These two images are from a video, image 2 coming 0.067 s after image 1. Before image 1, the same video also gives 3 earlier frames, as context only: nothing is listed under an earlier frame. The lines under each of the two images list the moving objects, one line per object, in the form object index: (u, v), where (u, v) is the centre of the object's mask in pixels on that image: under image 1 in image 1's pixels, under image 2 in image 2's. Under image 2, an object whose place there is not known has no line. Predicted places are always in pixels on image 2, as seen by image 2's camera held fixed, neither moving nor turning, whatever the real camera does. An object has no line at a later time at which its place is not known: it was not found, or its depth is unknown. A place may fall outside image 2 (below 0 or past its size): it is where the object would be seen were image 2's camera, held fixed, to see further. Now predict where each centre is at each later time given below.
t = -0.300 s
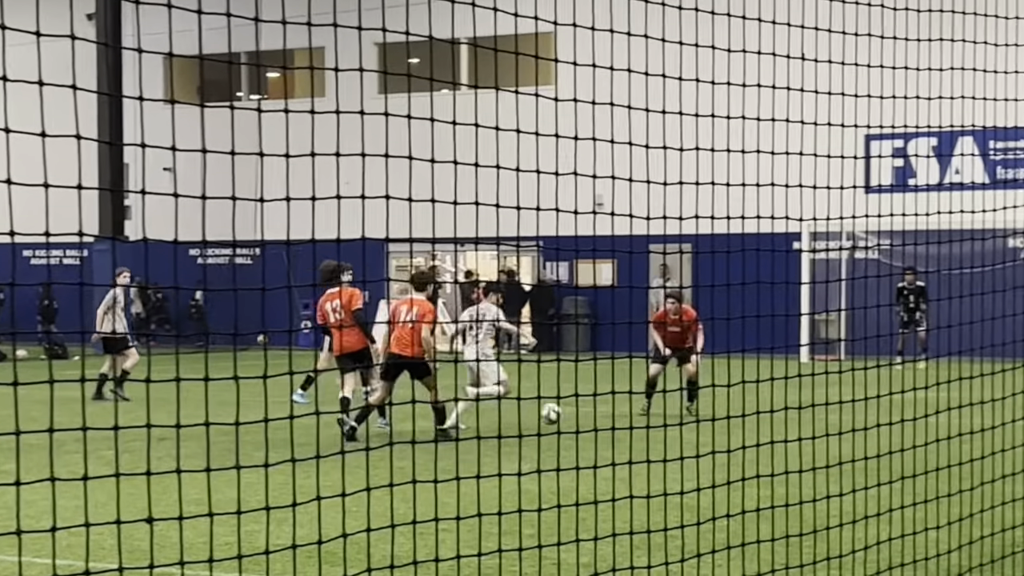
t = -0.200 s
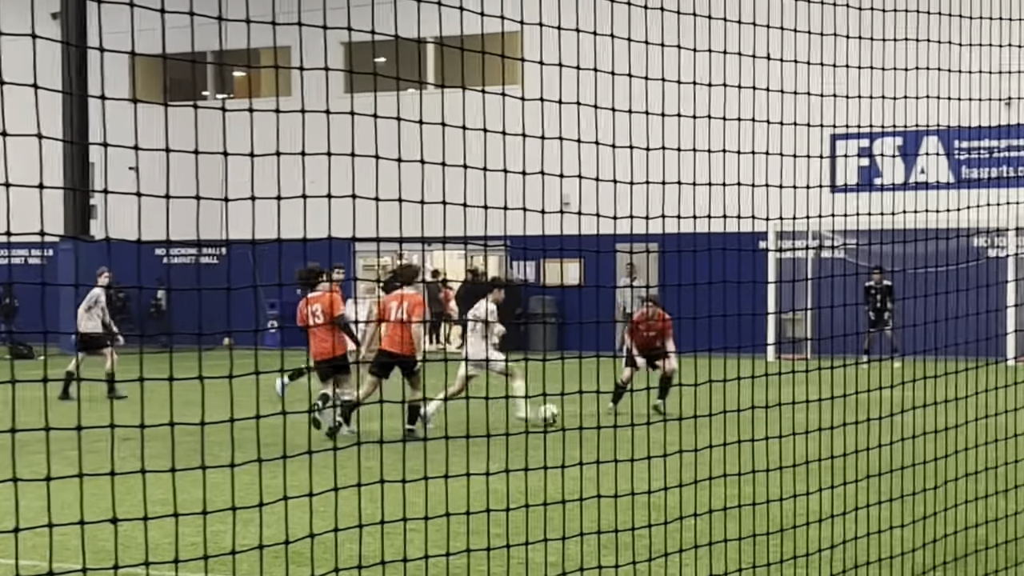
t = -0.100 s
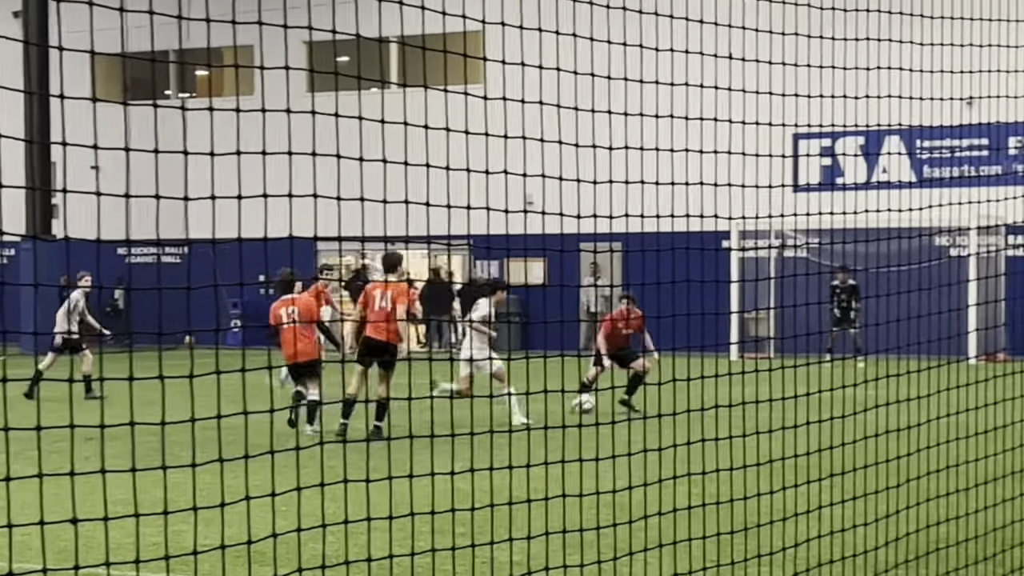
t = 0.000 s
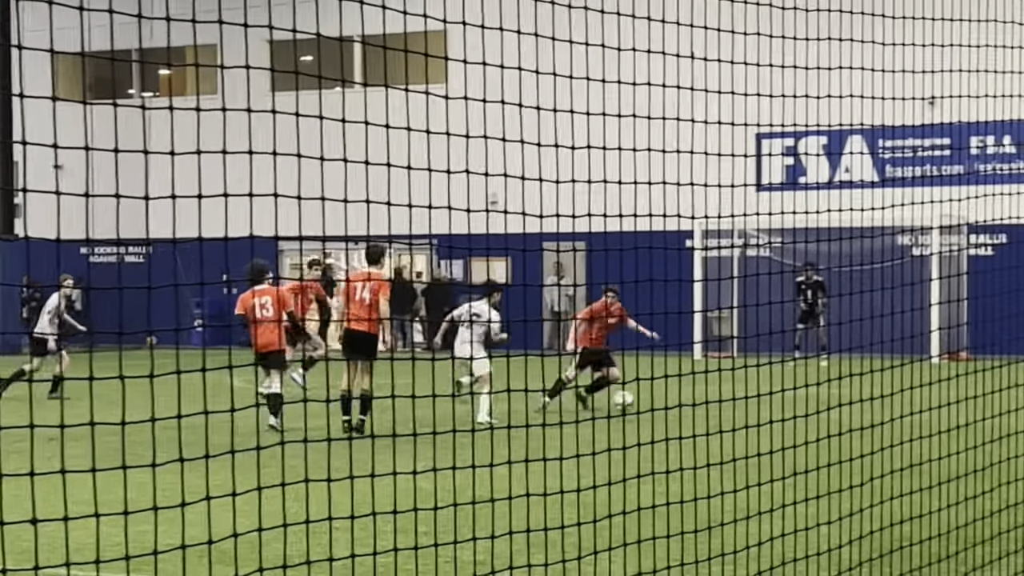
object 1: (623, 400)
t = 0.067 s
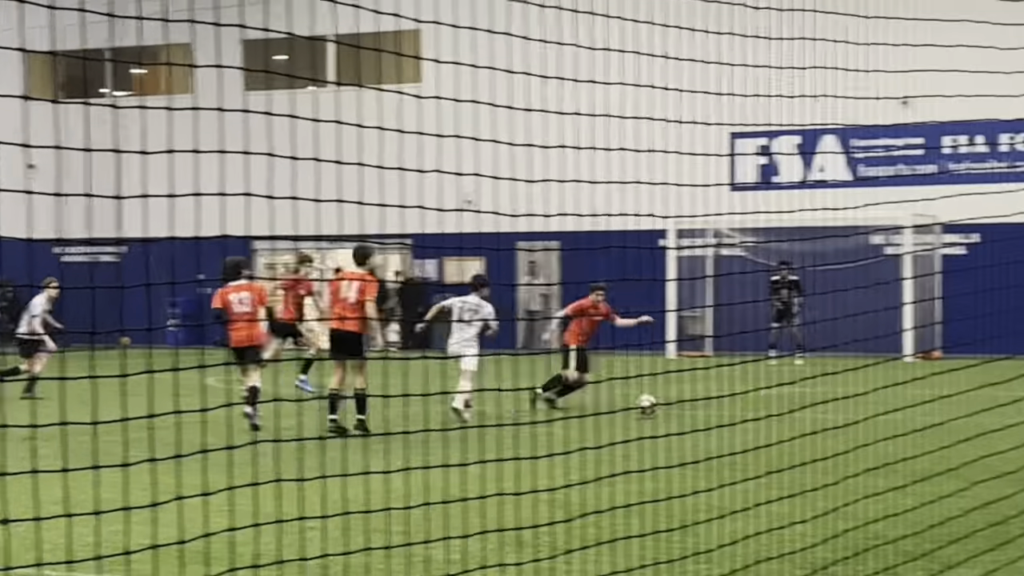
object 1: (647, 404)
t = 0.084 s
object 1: (657, 406)
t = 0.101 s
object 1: (668, 408)
